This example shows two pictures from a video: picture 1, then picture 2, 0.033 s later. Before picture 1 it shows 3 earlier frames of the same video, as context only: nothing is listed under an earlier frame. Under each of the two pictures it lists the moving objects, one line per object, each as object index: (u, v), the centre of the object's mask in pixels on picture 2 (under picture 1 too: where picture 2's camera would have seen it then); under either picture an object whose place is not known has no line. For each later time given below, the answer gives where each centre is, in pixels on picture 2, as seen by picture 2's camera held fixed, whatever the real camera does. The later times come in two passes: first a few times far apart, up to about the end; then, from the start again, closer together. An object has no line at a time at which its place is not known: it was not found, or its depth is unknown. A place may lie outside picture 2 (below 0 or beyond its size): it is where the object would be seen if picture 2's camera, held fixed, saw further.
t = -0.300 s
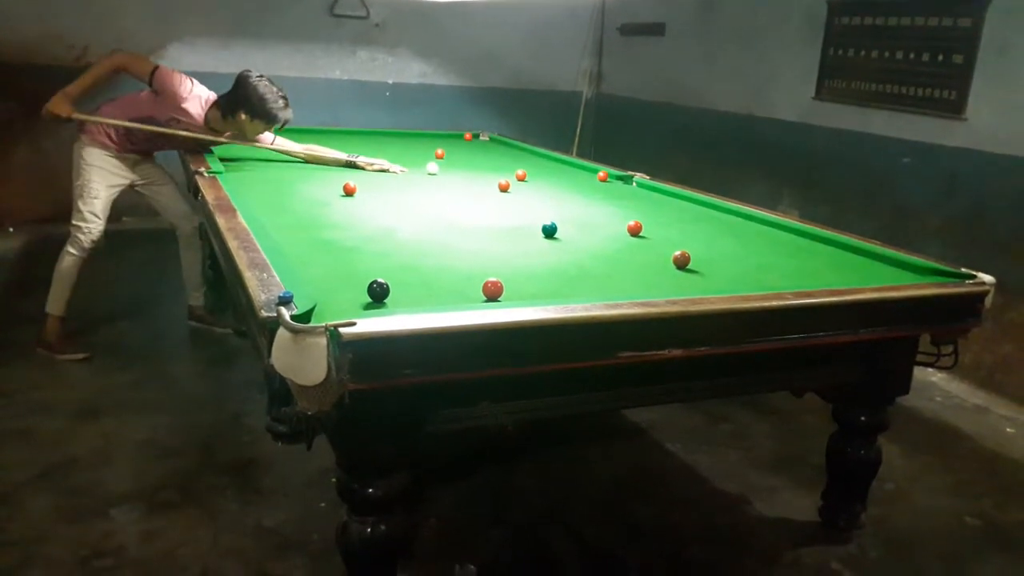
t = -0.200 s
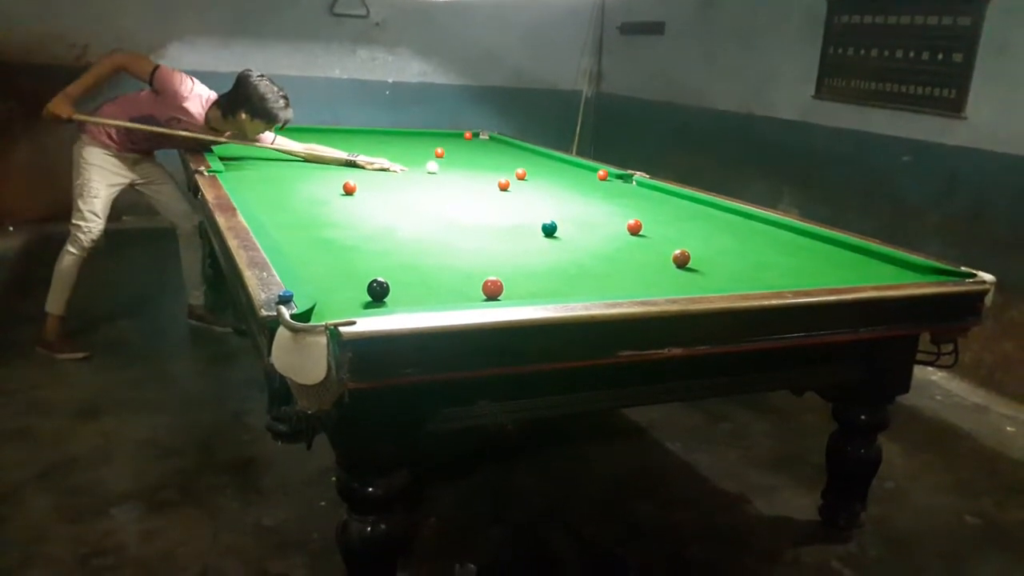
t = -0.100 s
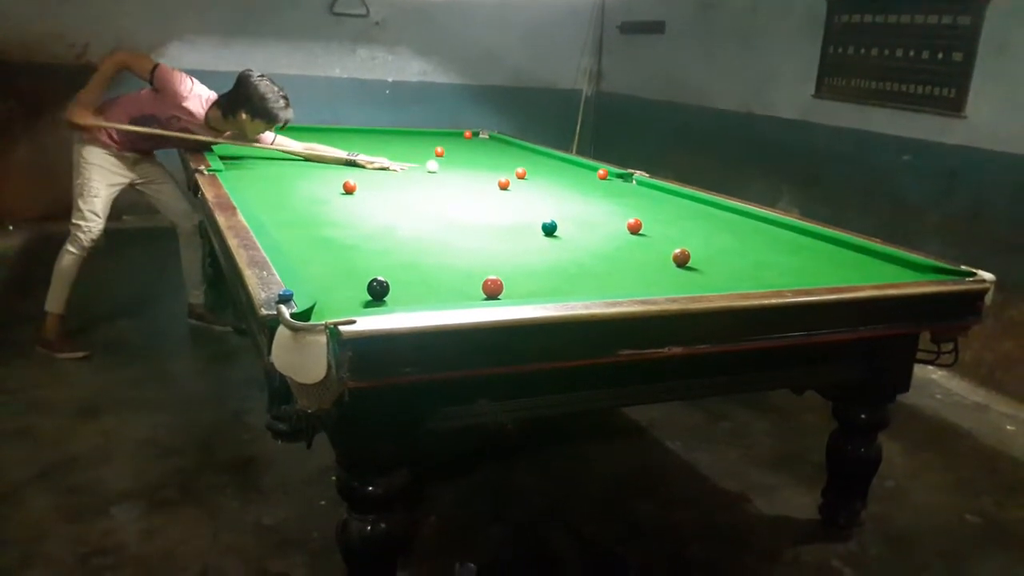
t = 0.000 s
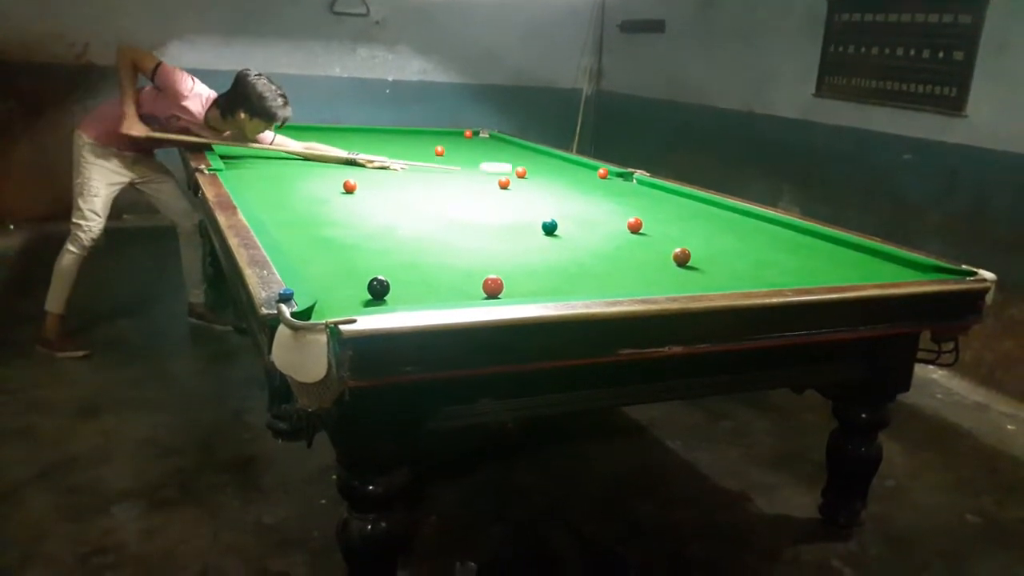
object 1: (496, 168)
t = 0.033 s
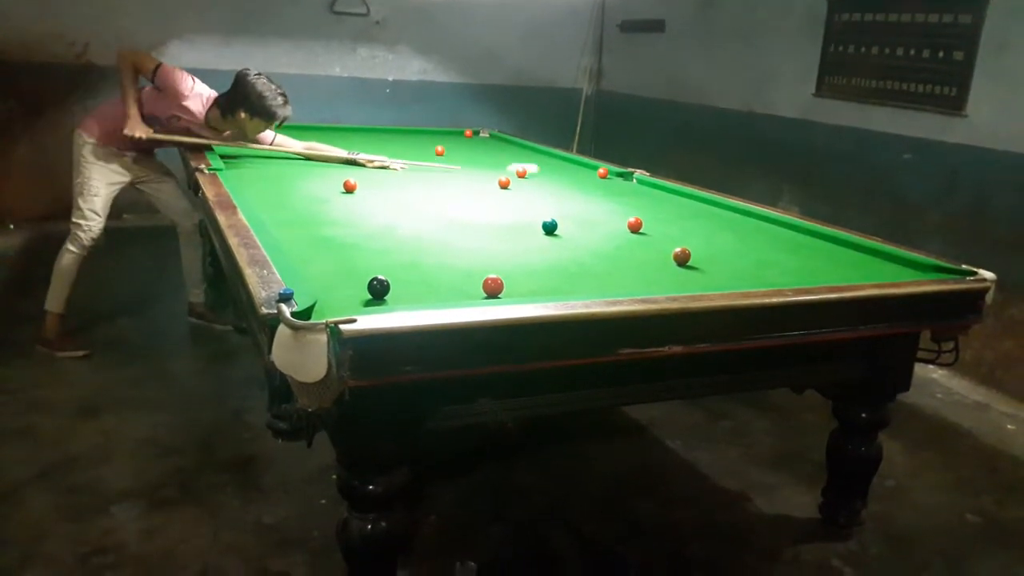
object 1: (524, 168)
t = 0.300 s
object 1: (586, 171)
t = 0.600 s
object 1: (576, 169)
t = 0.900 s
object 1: (569, 167)
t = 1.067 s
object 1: (565, 166)
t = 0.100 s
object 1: (575, 172)
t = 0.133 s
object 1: (598, 173)
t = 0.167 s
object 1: (591, 172)
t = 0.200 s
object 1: (590, 172)
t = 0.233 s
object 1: (589, 171)
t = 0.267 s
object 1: (587, 171)
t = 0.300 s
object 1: (586, 171)
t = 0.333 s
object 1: (585, 171)
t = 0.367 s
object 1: (584, 170)
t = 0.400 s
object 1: (583, 170)
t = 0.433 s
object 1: (582, 170)
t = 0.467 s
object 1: (581, 170)
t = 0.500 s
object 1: (580, 169)
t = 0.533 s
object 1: (579, 169)
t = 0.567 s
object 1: (578, 169)
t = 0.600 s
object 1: (576, 169)
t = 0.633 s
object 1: (576, 168)
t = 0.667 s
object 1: (575, 168)
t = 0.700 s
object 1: (574, 168)
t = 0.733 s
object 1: (573, 168)
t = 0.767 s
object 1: (572, 168)
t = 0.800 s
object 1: (571, 168)
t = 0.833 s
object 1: (570, 167)
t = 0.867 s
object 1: (569, 167)
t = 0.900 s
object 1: (569, 167)
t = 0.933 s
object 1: (568, 167)
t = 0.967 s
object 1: (567, 167)
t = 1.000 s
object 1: (566, 167)
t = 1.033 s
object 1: (566, 166)
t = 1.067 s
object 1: (565, 166)
